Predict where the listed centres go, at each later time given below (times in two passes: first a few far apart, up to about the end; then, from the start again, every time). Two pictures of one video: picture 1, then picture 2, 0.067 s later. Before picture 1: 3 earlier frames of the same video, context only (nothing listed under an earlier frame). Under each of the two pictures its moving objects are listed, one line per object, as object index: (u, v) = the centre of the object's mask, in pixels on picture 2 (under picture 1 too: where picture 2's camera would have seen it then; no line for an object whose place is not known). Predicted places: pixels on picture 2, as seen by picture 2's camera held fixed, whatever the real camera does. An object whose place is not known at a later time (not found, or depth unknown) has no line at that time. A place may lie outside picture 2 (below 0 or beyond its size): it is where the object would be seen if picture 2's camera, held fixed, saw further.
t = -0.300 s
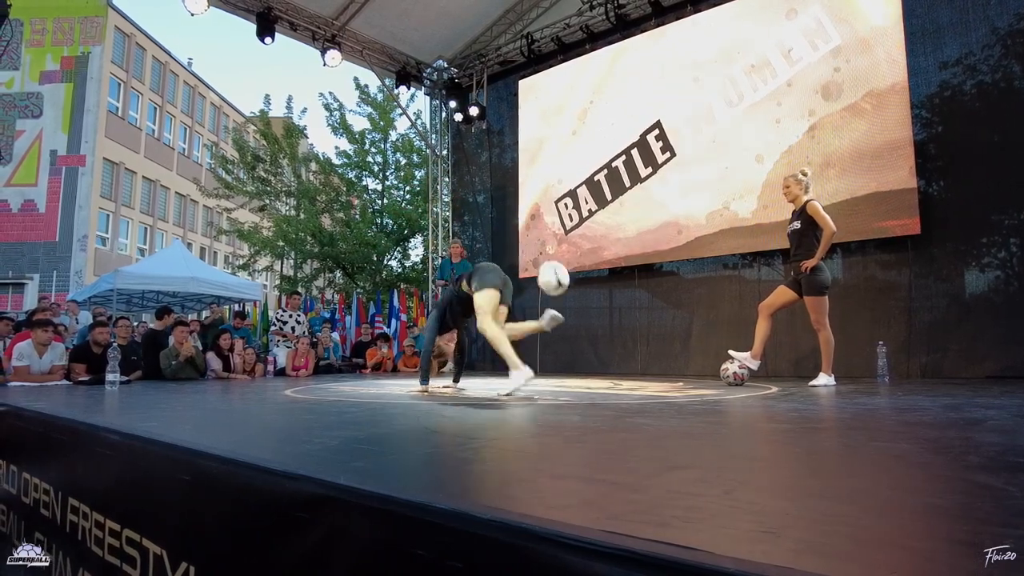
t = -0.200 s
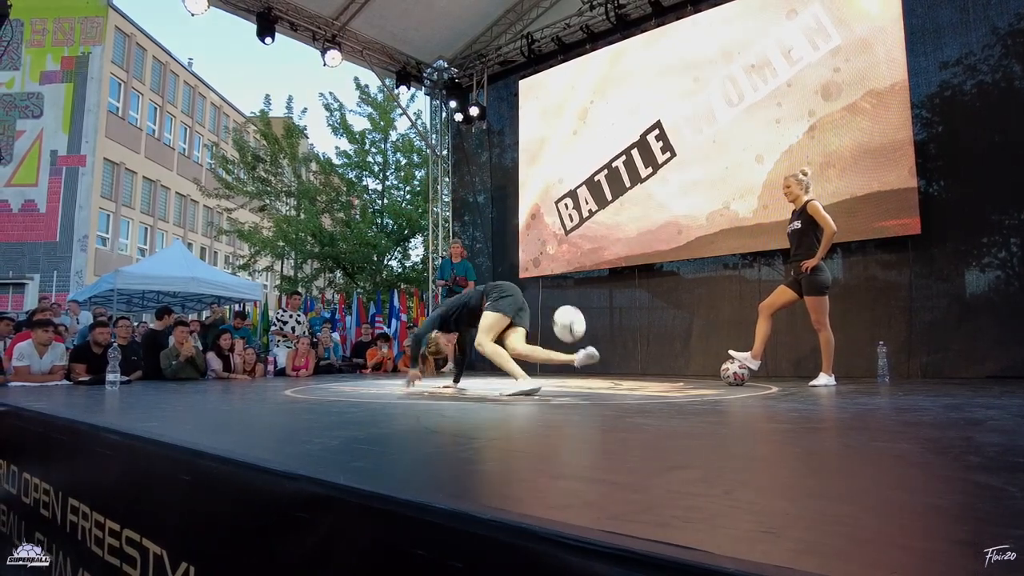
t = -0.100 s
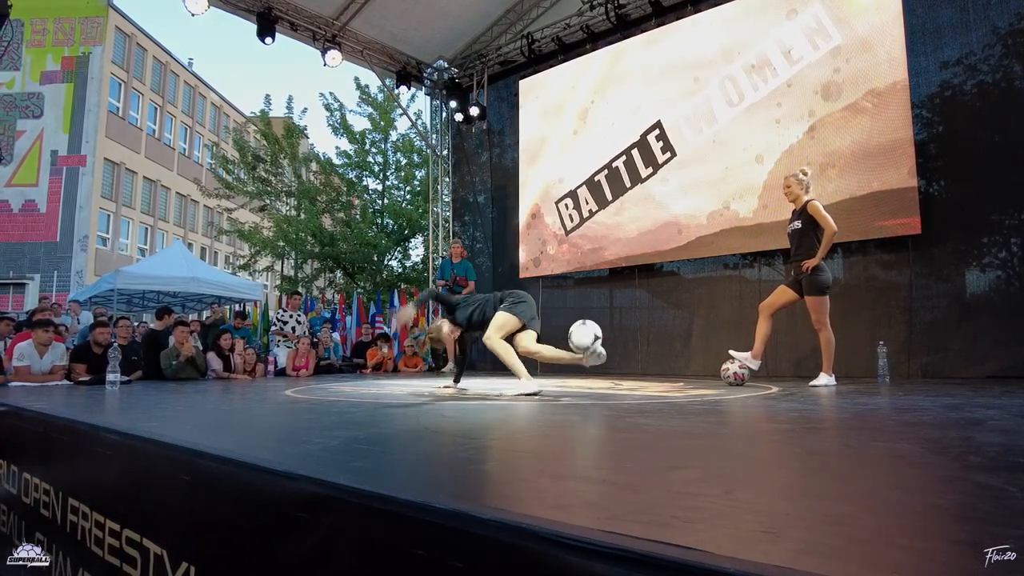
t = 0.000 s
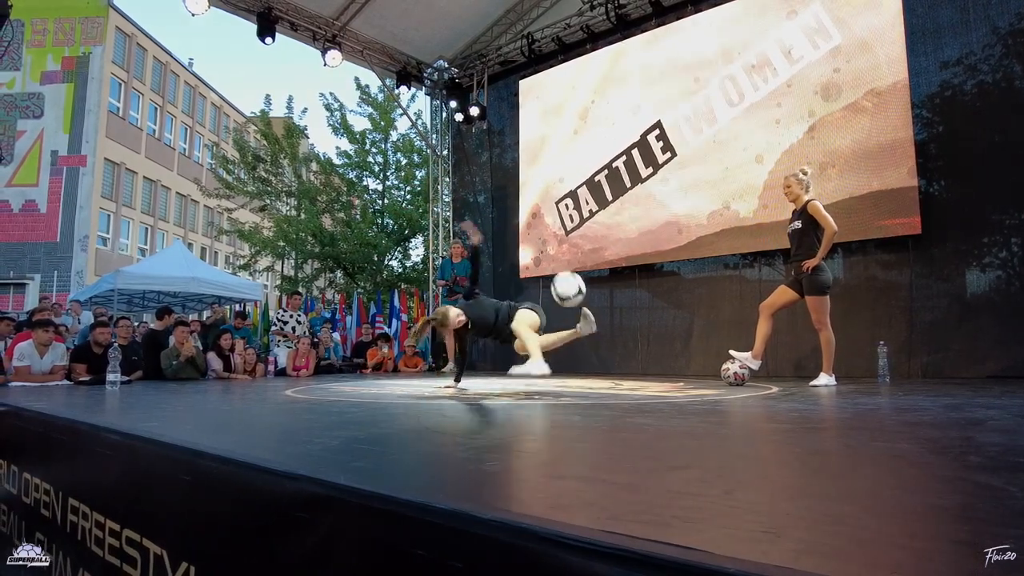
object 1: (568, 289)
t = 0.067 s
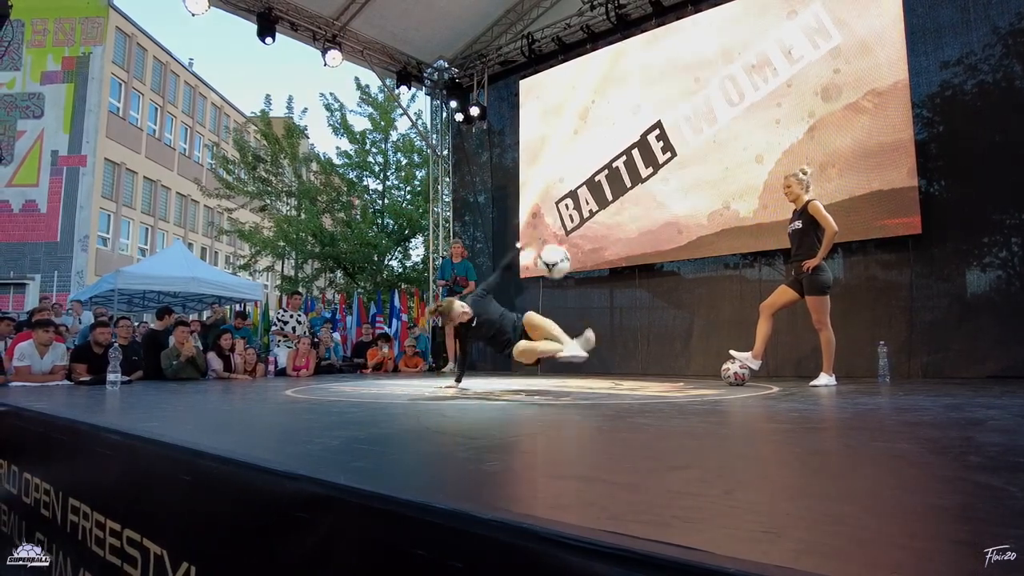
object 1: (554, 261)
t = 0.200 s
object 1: (524, 225)
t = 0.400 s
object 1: (482, 220)
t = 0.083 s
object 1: (549, 254)
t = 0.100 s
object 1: (546, 249)
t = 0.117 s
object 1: (542, 244)
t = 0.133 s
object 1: (540, 239)
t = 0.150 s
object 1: (536, 236)
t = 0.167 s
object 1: (532, 231)
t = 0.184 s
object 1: (527, 228)
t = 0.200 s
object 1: (524, 225)
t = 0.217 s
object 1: (521, 222)
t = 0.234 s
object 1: (517, 220)
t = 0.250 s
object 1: (512, 219)
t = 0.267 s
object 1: (509, 217)
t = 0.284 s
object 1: (506, 216)
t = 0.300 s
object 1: (503, 215)
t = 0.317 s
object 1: (500, 215)
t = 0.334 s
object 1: (496, 215)
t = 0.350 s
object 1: (493, 216)
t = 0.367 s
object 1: (489, 216)
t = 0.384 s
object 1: (485, 218)
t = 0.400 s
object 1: (482, 220)
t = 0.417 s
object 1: (478, 222)
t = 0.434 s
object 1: (475, 225)
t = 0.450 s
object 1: (471, 227)
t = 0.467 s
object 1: (468, 231)
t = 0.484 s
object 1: (465, 233)
